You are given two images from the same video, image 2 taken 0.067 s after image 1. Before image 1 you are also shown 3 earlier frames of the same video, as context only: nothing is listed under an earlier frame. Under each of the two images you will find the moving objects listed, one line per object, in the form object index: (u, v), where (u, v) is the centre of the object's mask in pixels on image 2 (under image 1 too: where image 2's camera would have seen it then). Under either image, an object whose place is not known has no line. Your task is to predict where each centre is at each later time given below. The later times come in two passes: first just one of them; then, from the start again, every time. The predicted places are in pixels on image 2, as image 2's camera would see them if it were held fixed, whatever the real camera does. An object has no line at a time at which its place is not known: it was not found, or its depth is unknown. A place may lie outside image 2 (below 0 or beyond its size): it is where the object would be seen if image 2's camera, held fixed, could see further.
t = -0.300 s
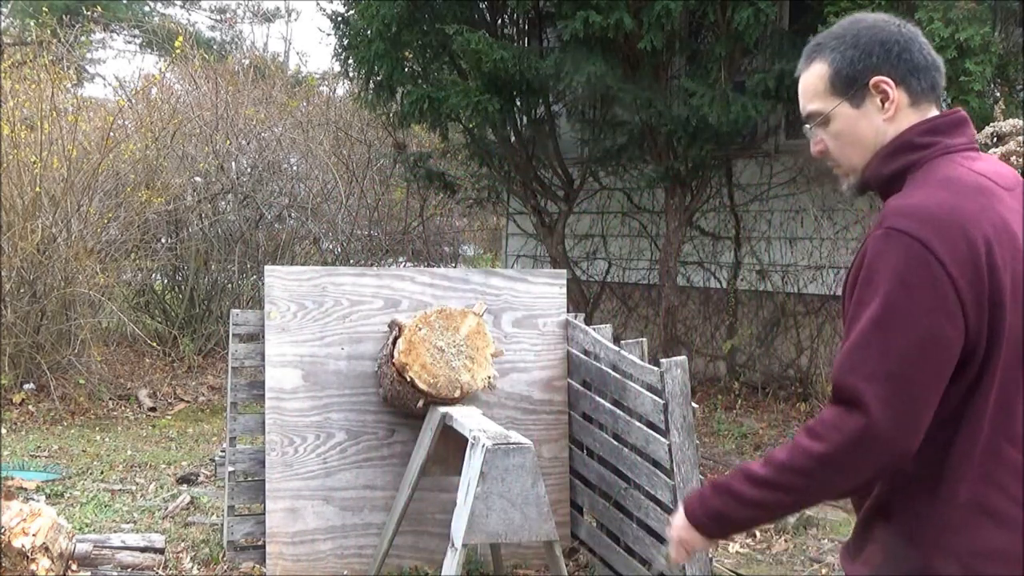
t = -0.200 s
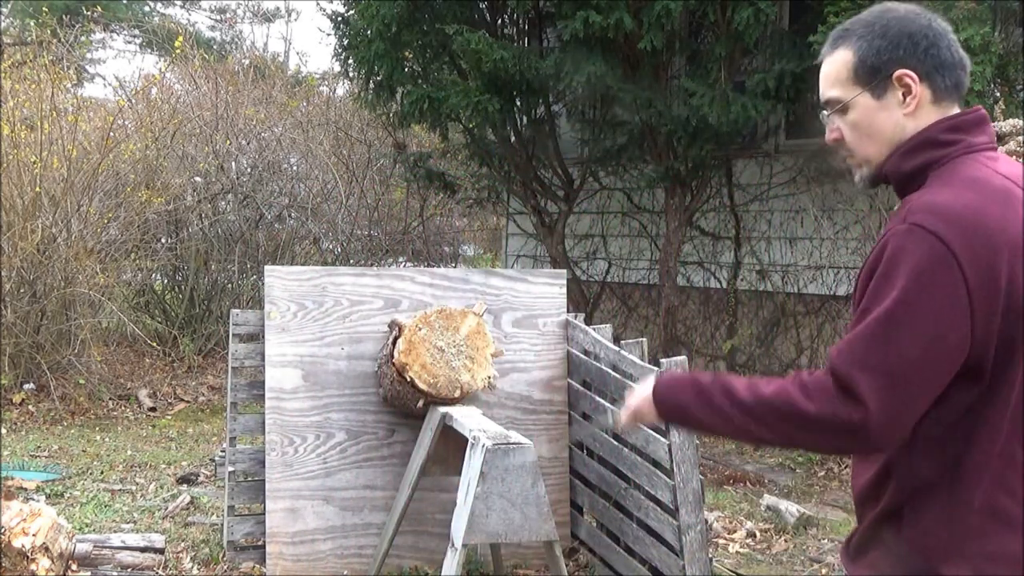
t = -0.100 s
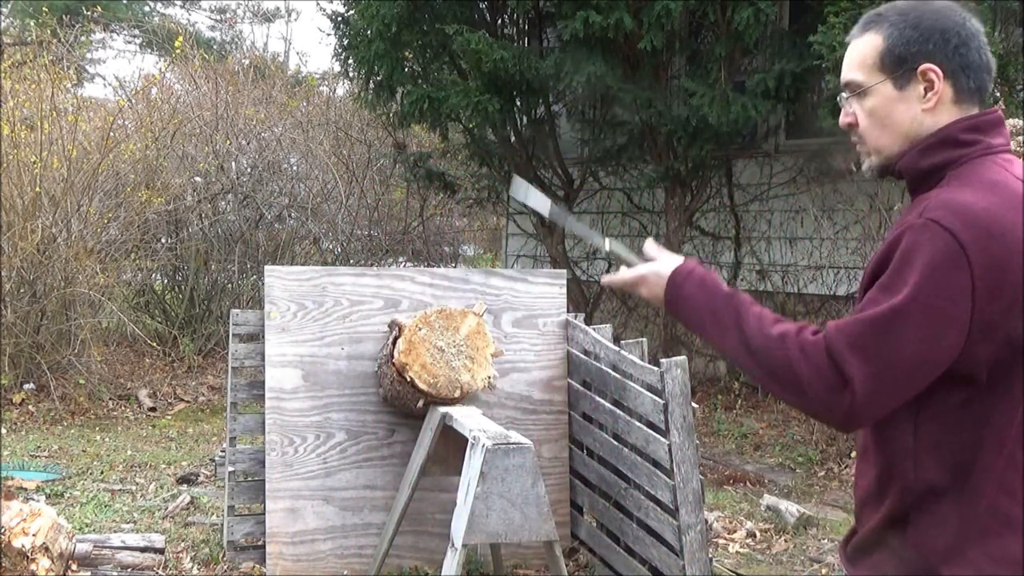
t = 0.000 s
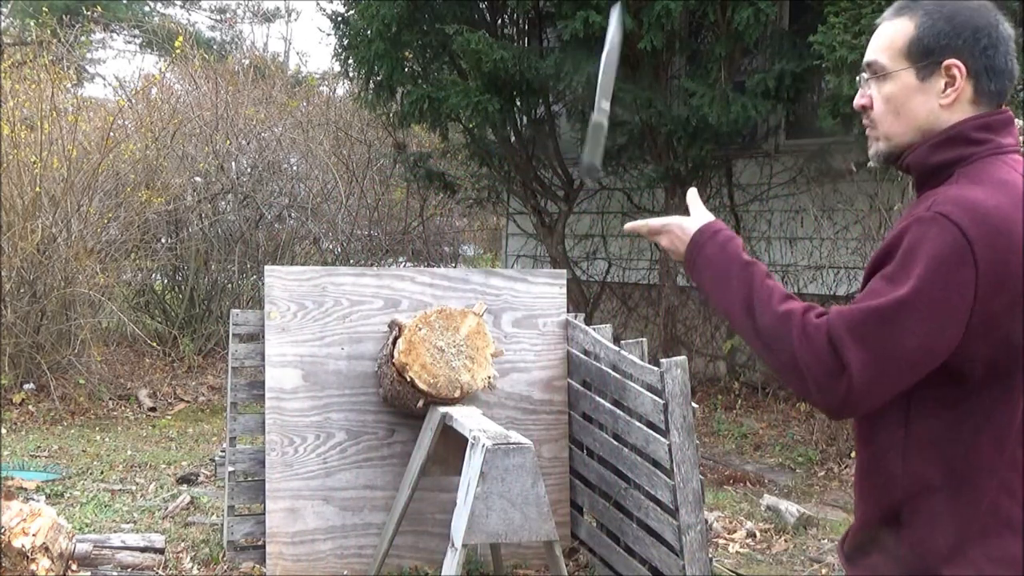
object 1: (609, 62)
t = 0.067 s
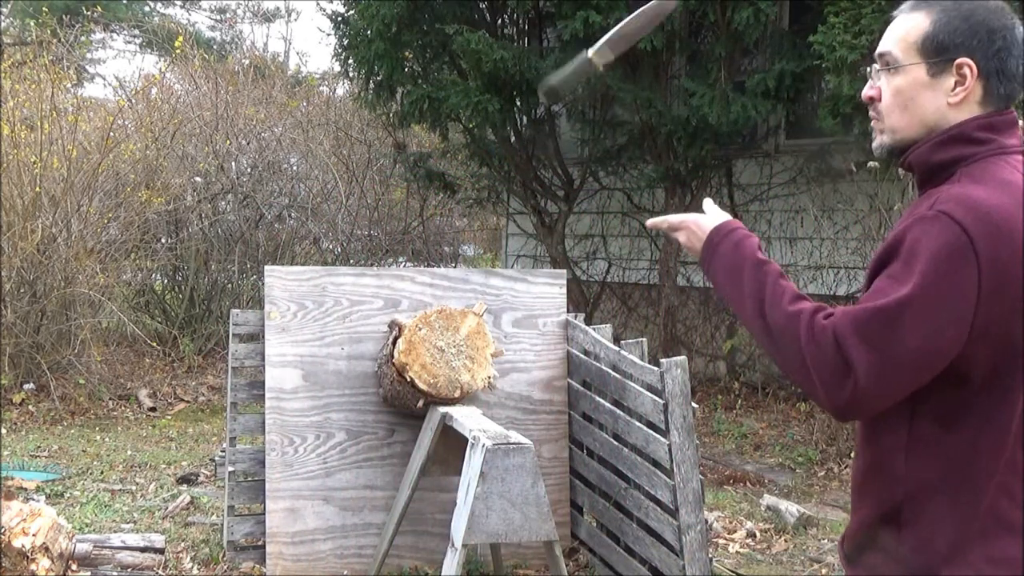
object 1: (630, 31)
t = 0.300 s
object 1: (588, 102)
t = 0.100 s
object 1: (644, 21)
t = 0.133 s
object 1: (650, 24)
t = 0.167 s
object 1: (644, 34)
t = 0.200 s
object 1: (635, 49)
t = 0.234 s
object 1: (620, 66)
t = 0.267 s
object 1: (604, 82)
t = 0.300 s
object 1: (588, 102)
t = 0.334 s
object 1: (577, 120)
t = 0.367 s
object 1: (573, 141)
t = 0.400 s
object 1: (570, 169)
